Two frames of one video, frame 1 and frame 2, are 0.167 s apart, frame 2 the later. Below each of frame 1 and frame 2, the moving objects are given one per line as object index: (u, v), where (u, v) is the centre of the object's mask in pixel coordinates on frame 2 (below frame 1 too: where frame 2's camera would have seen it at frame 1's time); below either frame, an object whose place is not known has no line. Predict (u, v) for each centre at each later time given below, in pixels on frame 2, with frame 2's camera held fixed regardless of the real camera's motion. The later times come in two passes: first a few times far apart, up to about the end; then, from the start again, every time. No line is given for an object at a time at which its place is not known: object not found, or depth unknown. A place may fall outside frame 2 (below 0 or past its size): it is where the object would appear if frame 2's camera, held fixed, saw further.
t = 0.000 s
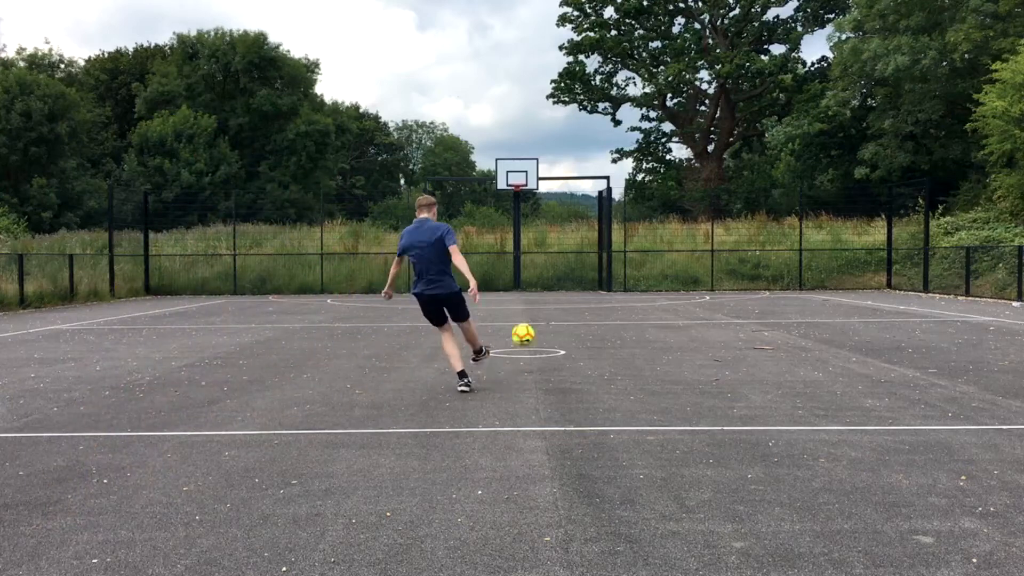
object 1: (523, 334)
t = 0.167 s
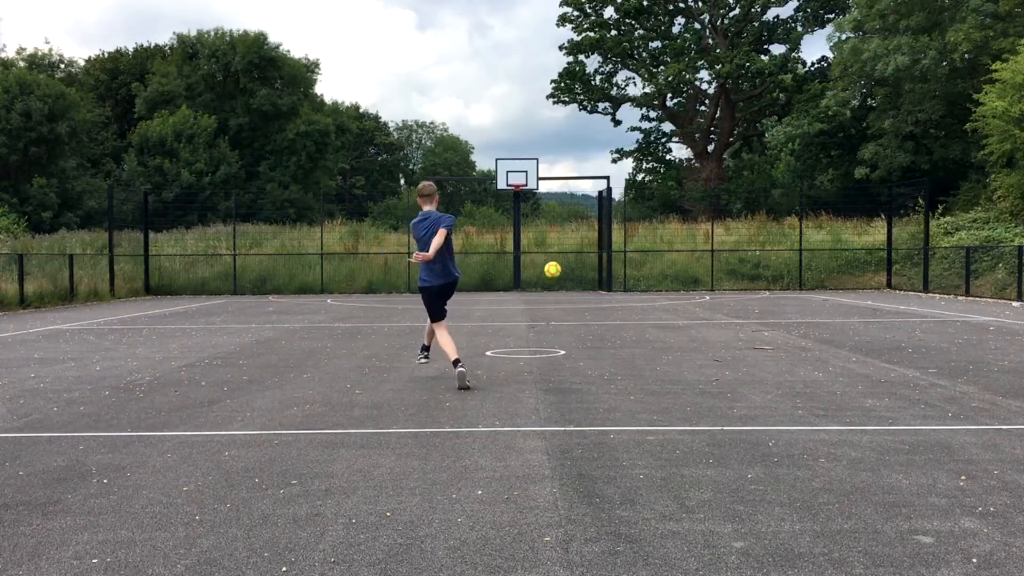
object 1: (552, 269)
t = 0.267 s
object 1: (564, 250)
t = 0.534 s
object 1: (580, 233)
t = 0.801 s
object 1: (590, 241)
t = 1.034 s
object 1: (595, 260)
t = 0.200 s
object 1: (556, 262)
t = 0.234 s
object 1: (560, 256)
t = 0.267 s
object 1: (564, 250)
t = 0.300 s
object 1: (566, 246)
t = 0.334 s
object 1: (569, 243)
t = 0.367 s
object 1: (571, 239)
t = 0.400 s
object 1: (573, 237)
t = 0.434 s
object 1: (575, 235)
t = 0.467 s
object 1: (578, 234)
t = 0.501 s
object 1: (579, 233)
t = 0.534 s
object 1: (580, 233)
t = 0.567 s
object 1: (582, 233)
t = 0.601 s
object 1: (583, 234)
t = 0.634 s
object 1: (585, 234)
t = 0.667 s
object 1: (586, 234)
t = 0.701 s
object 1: (587, 236)
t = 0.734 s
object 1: (588, 238)
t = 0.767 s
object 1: (589, 239)
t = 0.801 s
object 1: (590, 241)
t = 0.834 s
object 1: (591, 244)
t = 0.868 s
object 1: (592, 246)
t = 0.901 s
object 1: (593, 248)
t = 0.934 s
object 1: (594, 251)
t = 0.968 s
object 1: (596, 254)
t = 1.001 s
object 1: (596, 257)
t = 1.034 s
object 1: (595, 260)
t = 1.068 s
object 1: (586, 262)
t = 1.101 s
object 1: (578, 264)
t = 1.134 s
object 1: (570, 267)
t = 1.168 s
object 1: (562, 270)
